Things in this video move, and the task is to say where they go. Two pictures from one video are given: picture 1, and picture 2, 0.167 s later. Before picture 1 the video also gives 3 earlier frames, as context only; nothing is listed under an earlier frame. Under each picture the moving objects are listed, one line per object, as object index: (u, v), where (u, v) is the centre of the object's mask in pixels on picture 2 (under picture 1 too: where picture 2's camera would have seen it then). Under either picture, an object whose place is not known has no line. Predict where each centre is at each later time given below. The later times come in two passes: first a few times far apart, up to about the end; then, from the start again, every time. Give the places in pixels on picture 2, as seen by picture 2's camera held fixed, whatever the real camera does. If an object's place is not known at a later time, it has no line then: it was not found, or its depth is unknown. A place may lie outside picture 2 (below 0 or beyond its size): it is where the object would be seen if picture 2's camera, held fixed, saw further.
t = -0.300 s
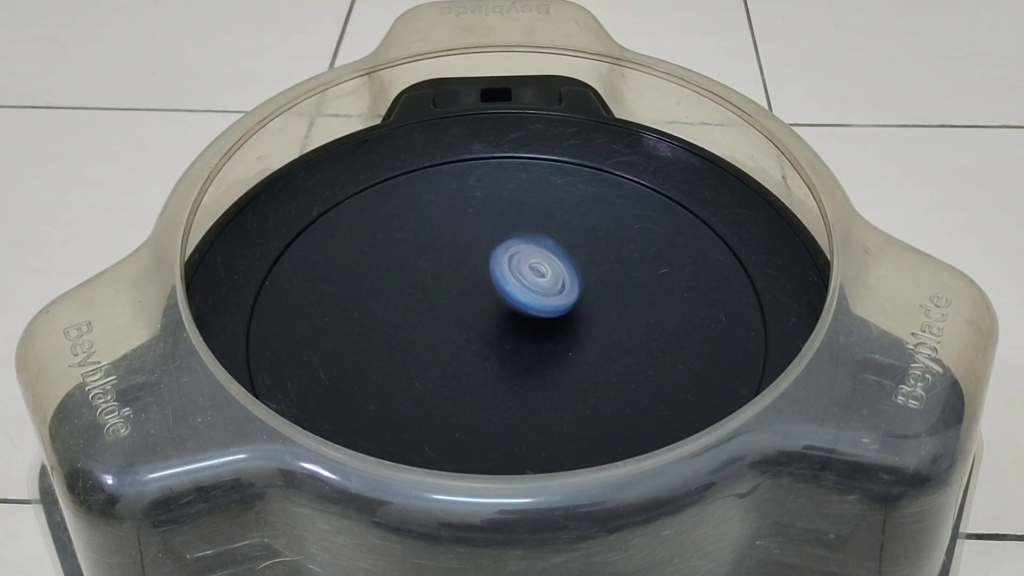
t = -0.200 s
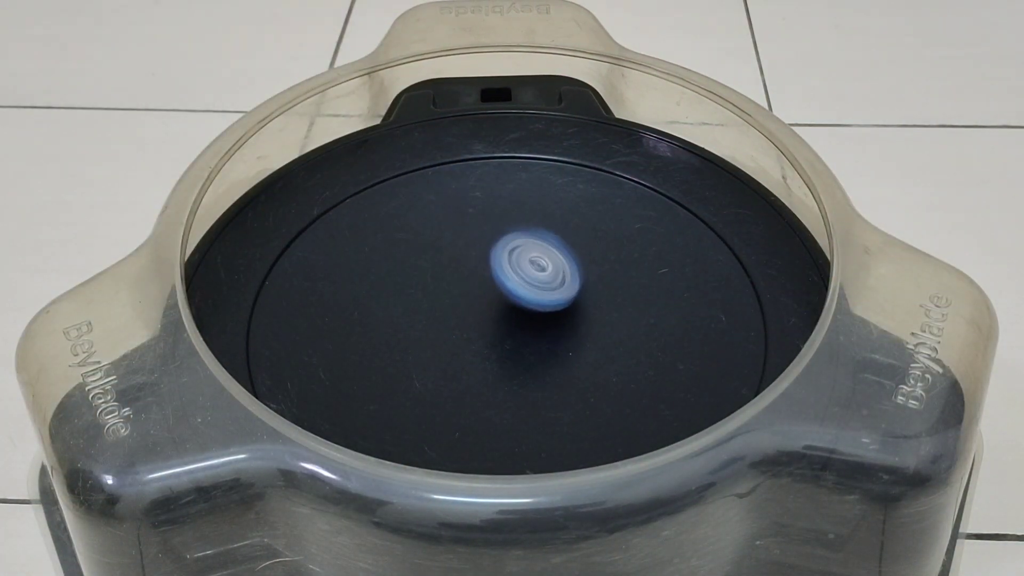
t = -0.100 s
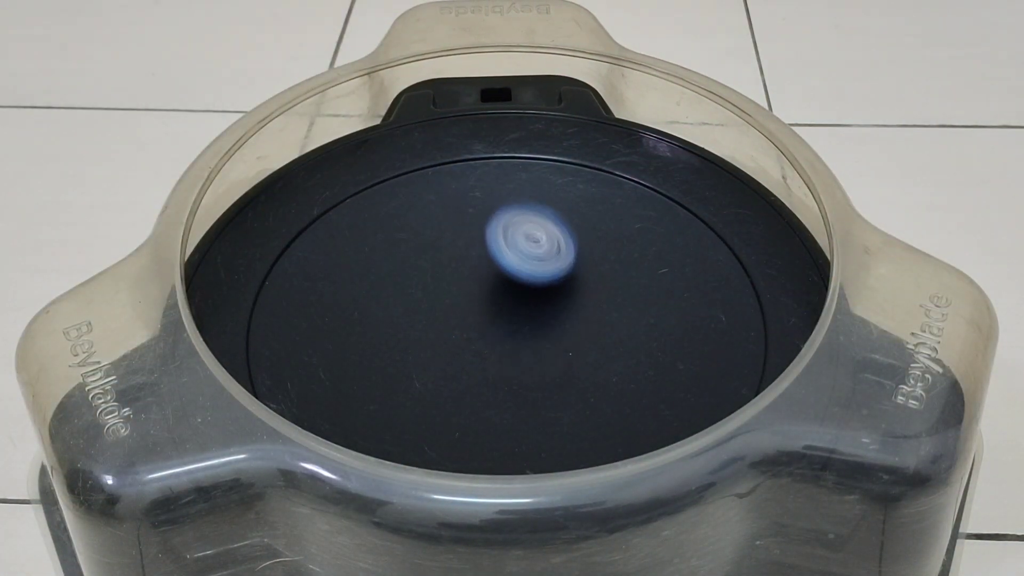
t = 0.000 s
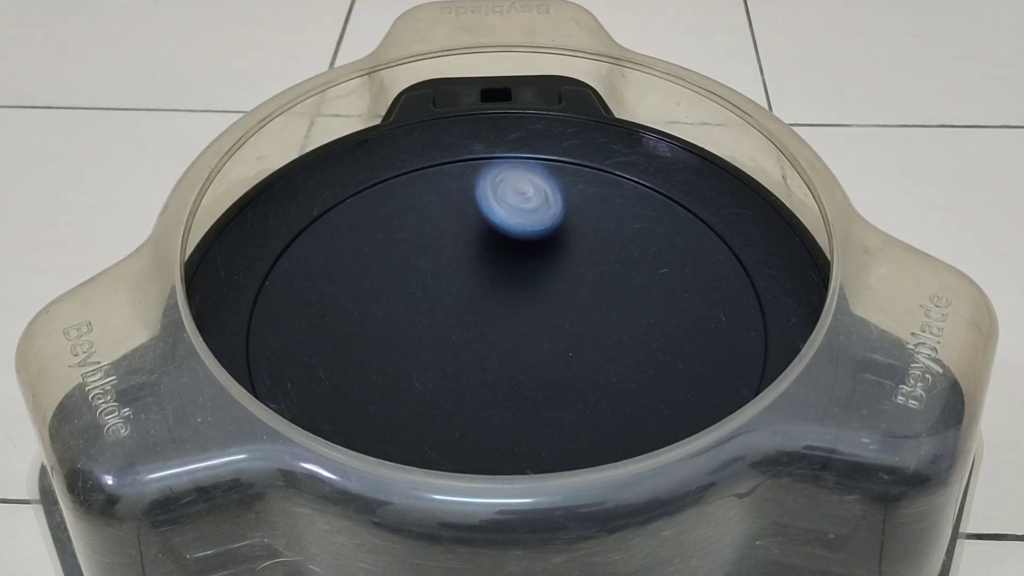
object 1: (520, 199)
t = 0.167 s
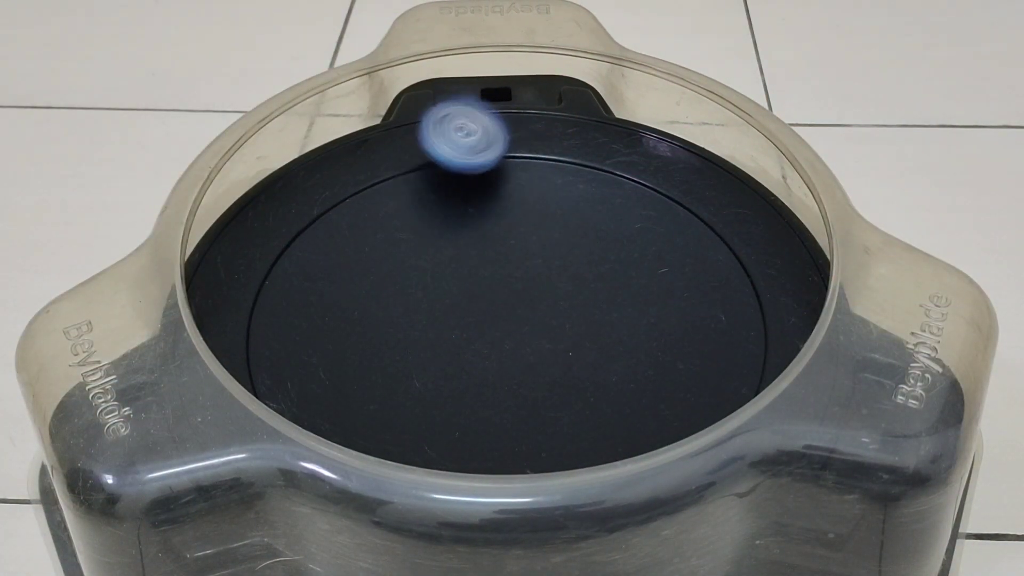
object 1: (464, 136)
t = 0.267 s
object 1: (420, 165)
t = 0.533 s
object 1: (476, 250)
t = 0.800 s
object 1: (633, 173)
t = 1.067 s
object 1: (470, 222)
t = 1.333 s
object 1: (662, 386)
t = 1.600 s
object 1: (729, 234)
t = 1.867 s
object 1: (394, 305)
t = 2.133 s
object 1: (490, 458)
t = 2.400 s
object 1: (623, 305)
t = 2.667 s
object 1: (368, 214)
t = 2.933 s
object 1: (338, 383)
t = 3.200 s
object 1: (619, 287)
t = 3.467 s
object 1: (499, 140)
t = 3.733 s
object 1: (408, 321)
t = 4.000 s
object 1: (698, 363)
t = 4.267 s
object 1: (649, 207)
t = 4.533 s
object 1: (395, 301)
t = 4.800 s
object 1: (483, 449)
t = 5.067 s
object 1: (661, 323)
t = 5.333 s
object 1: (460, 200)
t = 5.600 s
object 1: (280, 285)
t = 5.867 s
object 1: (526, 397)
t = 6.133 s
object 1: (678, 243)
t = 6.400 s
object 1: (522, 158)
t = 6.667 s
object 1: (394, 323)
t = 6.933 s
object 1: (586, 433)
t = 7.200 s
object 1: (690, 298)
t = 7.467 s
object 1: (476, 218)
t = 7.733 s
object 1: (300, 300)
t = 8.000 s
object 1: (488, 408)
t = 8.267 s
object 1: (653, 273)
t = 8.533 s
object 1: (540, 168)
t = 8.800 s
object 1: (398, 285)
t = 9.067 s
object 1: (514, 424)
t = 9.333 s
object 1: (677, 339)
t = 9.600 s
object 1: (535, 229)
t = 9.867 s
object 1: (349, 257)
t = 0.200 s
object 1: (447, 145)
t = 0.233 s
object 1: (432, 155)
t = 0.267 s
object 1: (420, 165)
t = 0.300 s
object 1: (409, 174)
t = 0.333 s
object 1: (402, 181)
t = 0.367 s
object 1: (398, 192)
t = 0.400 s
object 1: (400, 205)
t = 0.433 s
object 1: (410, 218)
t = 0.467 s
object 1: (427, 231)
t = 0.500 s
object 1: (449, 243)
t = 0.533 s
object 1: (476, 250)
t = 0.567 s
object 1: (506, 254)
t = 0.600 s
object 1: (535, 254)
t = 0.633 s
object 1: (563, 248)
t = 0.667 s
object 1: (590, 237)
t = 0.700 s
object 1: (611, 223)
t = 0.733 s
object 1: (625, 206)
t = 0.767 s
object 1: (632, 191)
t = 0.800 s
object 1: (633, 173)
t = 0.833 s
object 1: (625, 158)
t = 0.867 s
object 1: (606, 155)
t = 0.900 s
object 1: (586, 154)
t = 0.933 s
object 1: (564, 155)
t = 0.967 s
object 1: (538, 161)
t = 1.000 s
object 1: (510, 175)
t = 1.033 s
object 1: (487, 196)
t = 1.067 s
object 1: (470, 222)
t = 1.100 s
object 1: (462, 253)
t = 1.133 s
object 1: (465, 284)
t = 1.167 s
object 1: (476, 316)
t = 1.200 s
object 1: (498, 343)
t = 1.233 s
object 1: (530, 365)
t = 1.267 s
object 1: (570, 381)
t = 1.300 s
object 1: (613, 388)
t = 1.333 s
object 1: (662, 386)
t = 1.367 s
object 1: (706, 373)
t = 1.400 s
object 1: (741, 354)
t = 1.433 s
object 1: (764, 323)
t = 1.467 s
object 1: (780, 299)
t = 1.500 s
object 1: (790, 276)
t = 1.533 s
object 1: (787, 257)
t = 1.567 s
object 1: (763, 242)
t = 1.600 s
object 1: (729, 234)
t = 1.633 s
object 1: (688, 229)
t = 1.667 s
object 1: (641, 227)
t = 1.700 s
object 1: (591, 228)
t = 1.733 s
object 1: (547, 235)
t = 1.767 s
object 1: (502, 246)
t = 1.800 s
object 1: (464, 260)
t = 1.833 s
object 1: (429, 281)
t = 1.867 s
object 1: (394, 305)
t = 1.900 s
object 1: (368, 331)
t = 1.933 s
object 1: (351, 359)
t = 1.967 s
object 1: (342, 391)
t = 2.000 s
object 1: (350, 412)
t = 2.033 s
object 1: (369, 430)
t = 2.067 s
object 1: (405, 442)
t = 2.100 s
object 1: (449, 453)
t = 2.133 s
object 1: (490, 458)
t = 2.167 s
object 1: (528, 457)
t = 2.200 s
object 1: (560, 452)
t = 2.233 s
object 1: (595, 441)
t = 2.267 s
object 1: (626, 424)
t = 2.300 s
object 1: (646, 398)
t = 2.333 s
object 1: (648, 365)
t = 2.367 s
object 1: (639, 332)
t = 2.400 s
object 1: (623, 305)
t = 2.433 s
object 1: (601, 282)
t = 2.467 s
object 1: (573, 261)
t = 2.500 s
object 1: (541, 245)
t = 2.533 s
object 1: (509, 232)
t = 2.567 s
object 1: (475, 223)
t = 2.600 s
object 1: (439, 216)
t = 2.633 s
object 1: (403, 213)
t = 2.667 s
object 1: (368, 214)
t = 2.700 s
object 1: (332, 220)
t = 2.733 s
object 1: (300, 232)
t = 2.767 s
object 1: (275, 247)
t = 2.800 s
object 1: (267, 277)
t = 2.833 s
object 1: (267, 306)
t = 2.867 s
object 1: (277, 334)
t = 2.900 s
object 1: (301, 360)
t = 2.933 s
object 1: (338, 383)
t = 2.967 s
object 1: (385, 396)
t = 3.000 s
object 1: (435, 401)
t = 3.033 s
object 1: (485, 395)
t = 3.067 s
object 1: (530, 381)
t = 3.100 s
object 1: (564, 362)
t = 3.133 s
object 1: (590, 340)
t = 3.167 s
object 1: (609, 314)
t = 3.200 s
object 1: (619, 287)
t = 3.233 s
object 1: (624, 260)
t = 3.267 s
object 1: (622, 235)
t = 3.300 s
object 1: (614, 211)
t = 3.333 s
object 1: (600, 186)
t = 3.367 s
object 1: (582, 166)
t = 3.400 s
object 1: (559, 150)
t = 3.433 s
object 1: (532, 139)
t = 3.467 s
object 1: (499, 140)
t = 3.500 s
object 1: (468, 144)
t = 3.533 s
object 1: (436, 156)
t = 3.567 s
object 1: (411, 175)
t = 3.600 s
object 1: (393, 199)
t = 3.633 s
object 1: (383, 230)
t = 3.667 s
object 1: (382, 261)
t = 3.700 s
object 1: (390, 293)
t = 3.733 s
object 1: (408, 321)
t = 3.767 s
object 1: (434, 348)
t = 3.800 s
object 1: (467, 369)
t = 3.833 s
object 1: (503, 383)
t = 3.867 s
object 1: (544, 391)
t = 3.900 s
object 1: (585, 393)
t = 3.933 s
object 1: (622, 388)
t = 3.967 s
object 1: (662, 378)
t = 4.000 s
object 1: (698, 363)
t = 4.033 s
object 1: (724, 344)
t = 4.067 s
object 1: (745, 321)
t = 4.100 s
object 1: (755, 294)
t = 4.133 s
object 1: (742, 270)
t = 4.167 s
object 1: (728, 248)
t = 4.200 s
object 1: (708, 230)
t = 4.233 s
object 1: (680, 216)
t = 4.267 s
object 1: (649, 207)
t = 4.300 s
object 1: (614, 203)
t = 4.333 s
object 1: (575, 205)
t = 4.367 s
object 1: (538, 212)
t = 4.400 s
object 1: (503, 223)
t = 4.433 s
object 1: (470, 239)
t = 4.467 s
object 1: (442, 258)
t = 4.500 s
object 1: (416, 278)
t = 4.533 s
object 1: (395, 301)
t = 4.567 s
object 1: (382, 323)
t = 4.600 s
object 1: (375, 349)
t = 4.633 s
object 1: (373, 374)
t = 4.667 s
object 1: (378, 399)
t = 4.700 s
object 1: (394, 418)
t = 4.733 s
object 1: (417, 432)
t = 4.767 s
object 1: (448, 443)
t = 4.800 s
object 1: (483, 449)
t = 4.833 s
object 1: (522, 451)
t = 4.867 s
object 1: (562, 446)
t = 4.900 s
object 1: (599, 438)
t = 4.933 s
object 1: (629, 424)
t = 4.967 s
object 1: (654, 404)
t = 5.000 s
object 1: (667, 380)
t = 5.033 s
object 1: (667, 350)
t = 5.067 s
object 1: (661, 323)
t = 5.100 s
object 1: (647, 296)
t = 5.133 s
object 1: (626, 273)
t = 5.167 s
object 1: (602, 253)
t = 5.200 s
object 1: (576, 236)
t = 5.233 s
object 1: (547, 223)
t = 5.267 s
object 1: (517, 211)
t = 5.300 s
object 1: (490, 204)
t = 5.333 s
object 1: (460, 200)
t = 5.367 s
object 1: (429, 198)
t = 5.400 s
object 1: (400, 199)
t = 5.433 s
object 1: (372, 203)
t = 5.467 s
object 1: (343, 211)
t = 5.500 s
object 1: (319, 223)
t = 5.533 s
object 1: (299, 240)
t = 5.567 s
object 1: (285, 261)
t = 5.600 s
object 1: (280, 285)
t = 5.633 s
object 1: (286, 312)
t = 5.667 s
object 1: (301, 338)
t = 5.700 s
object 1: (326, 362)
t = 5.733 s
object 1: (360, 382)
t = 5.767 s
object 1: (398, 396)
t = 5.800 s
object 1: (443, 403)
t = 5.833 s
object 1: (485, 403)
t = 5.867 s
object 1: (526, 397)
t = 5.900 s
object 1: (564, 385)
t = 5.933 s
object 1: (597, 369)
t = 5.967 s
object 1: (623, 352)
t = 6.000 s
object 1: (645, 332)
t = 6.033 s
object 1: (662, 309)
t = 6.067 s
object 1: (673, 287)
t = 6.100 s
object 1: (678, 264)
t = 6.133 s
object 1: (678, 243)
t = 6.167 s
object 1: (673, 221)
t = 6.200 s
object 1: (663, 202)
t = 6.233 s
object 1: (649, 186)
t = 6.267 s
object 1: (629, 170)
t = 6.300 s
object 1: (605, 161)
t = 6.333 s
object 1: (581, 155)
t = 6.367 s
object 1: (552, 154)
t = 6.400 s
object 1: (522, 158)
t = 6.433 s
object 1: (494, 169)
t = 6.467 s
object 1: (467, 183)
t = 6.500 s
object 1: (443, 201)
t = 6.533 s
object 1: (423, 221)
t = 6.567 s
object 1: (408, 245)
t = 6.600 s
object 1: (397, 271)
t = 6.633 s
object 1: (393, 297)
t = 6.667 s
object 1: (394, 323)
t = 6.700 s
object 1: (401, 349)
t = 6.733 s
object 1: (414, 374)
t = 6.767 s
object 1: (432, 396)
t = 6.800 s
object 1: (456, 414)
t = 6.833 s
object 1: (485, 427)
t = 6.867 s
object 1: (516, 433)
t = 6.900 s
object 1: (551, 435)
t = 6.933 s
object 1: (586, 433)
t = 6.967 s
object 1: (618, 427)
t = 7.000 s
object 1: (648, 416)
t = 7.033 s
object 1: (674, 402)
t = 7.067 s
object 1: (694, 386)
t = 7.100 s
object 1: (706, 366)
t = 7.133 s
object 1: (708, 342)
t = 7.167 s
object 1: (703, 319)
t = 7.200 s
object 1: (690, 298)
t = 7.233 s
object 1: (670, 280)
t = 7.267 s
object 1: (647, 262)
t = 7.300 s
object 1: (622, 249)
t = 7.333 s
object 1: (595, 238)
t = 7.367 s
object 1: (565, 230)
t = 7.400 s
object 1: (535, 223)
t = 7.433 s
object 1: (507, 220)
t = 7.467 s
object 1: (476, 218)
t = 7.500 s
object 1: (446, 219)
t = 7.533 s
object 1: (417, 222)
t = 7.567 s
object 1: (390, 227)
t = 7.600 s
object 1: (364, 237)
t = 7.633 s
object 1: (340, 248)
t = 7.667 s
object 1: (322, 263)
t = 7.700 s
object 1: (308, 280)
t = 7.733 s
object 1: (300, 300)
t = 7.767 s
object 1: (299, 322)
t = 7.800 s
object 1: (307, 344)
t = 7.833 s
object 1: (324, 365)
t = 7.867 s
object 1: (347, 383)
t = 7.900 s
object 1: (378, 398)
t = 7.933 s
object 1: (414, 406)
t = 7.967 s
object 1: (451, 410)
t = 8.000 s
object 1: (488, 408)
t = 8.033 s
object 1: (525, 400)
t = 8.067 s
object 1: (559, 387)
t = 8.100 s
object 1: (586, 372)
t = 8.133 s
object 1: (610, 353)
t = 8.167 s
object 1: (628, 333)
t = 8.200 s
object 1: (641, 313)
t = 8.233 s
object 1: (650, 293)
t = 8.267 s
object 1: (653, 273)
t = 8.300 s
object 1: (653, 251)
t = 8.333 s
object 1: (646, 232)
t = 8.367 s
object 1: (639, 215)
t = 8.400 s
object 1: (624, 198)
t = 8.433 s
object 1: (607, 187)
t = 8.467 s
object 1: (588, 177)
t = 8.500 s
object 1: (565, 171)
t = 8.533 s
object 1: (540, 168)
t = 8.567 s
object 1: (515, 171)
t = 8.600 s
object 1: (490, 178)
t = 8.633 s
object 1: (466, 189)
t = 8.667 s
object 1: (446, 204)
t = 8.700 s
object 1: (428, 222)
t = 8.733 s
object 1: (414, 241)
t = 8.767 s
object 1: (404, 263)
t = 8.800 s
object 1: (398, 285)
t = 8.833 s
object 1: (396, 307)
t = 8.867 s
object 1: (401, 330)
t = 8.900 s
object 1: (409, 352)
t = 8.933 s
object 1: (423, 371)
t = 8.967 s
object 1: (438, 389)
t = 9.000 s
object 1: (460, 404)
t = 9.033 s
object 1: (485, 415)
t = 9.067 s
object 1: (514, 424)
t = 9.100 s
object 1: (544, 425)
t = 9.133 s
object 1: (575, 424)
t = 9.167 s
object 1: (605, 418)
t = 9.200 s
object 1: (630, 410)
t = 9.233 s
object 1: (652, 396)
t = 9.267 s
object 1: (668, 377)
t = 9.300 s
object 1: (676, 358)
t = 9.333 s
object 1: (677, 339)
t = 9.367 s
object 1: (673, 319)
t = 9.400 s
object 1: (663, 300)
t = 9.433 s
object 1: (647, 282)
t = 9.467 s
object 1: (629, 267)
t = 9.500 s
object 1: (608, 254)
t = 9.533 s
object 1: (584, 243)
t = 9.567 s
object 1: (561, 235)
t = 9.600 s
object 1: (535, 229)
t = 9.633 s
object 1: (509, 223)
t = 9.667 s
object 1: (485, 221)
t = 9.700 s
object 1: (458, 221)
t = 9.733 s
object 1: (432, 223)
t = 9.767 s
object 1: (409, 227)
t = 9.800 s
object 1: (386, 235)
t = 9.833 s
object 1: (365, 245)
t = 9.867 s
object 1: (349, 257)
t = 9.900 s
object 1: (337, 273)
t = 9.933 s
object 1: (330, 291)
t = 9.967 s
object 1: (331, 310)
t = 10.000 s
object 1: (338, 329)
